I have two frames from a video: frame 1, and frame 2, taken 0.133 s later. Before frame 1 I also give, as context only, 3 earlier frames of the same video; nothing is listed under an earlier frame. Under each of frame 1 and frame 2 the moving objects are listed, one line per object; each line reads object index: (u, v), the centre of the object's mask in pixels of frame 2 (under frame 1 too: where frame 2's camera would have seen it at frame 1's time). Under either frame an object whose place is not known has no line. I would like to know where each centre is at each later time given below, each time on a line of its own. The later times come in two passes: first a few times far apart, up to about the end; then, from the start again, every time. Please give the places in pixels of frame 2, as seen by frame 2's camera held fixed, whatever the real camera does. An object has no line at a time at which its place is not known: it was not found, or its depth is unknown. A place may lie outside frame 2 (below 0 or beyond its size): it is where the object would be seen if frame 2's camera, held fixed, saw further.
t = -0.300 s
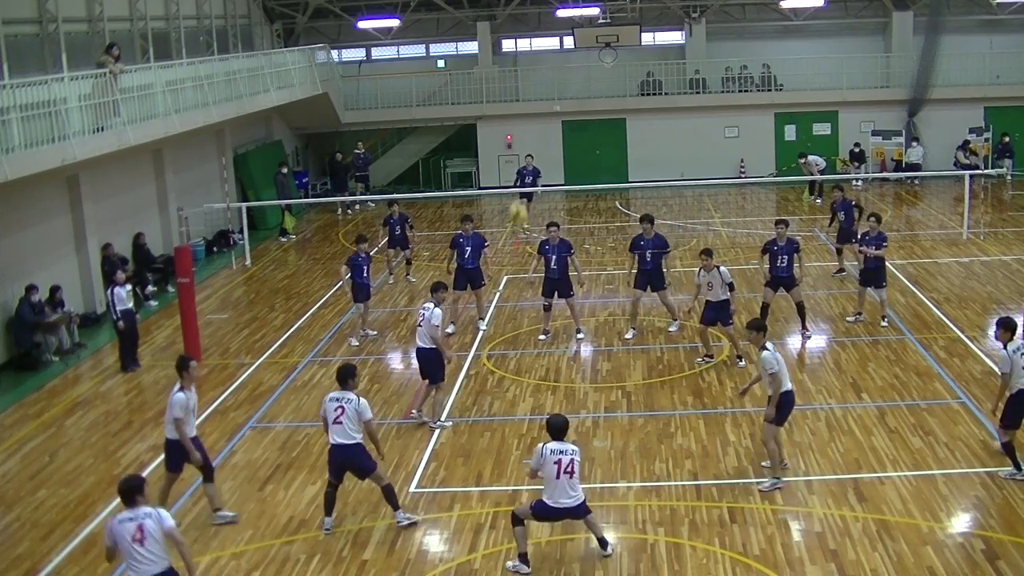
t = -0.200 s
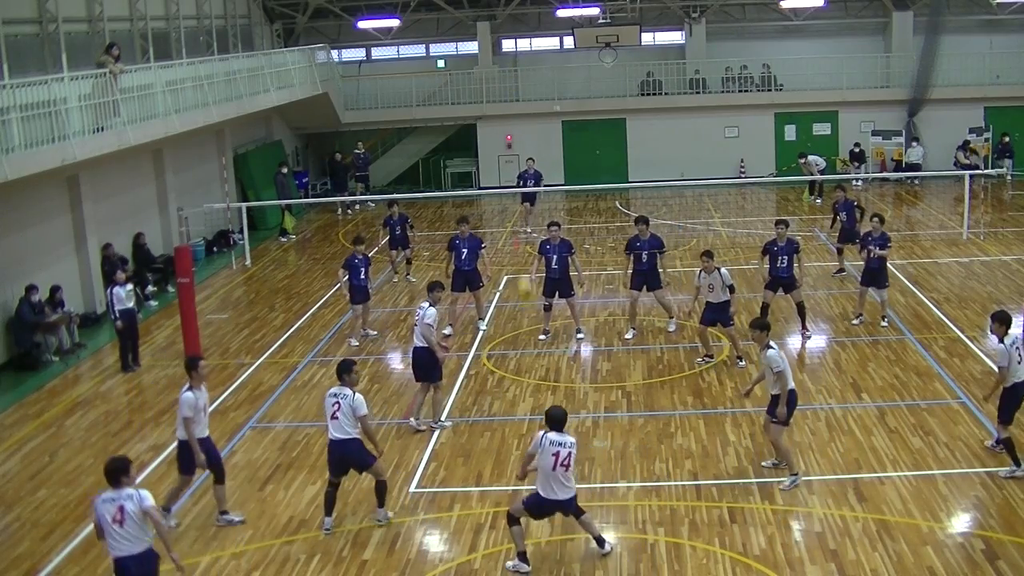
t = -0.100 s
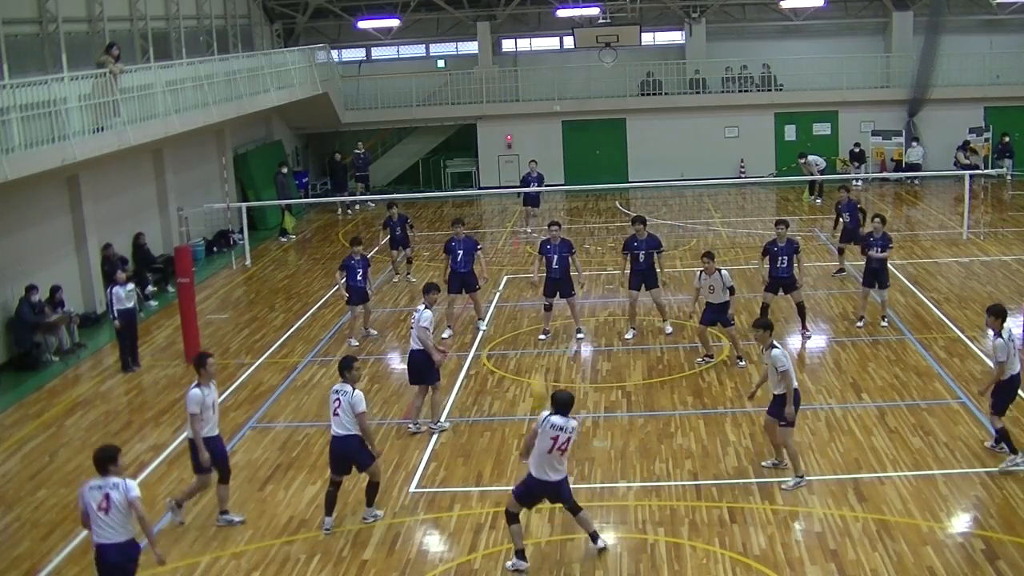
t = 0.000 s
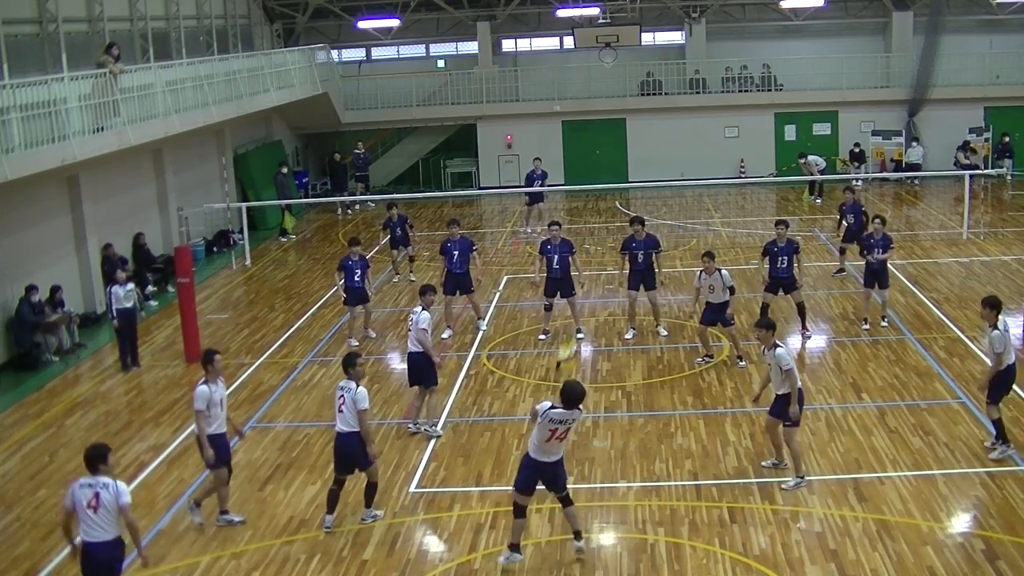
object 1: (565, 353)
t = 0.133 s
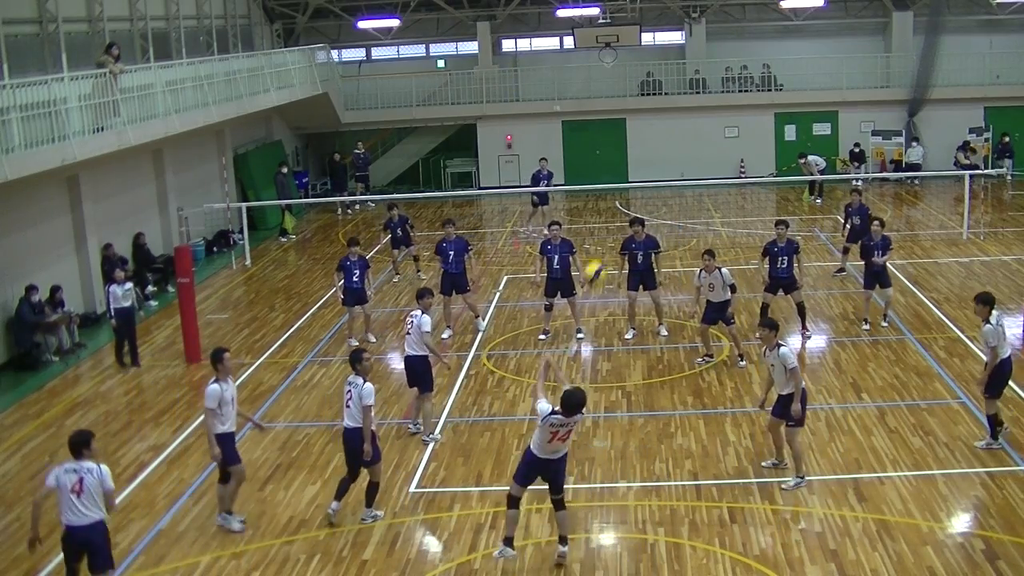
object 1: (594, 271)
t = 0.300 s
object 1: (635, 192)
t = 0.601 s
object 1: (717, 121)
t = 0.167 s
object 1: (601, 254)
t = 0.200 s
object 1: (612, 237)
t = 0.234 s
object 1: (622, 221)
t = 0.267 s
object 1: (628, 203)
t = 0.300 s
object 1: (635, 192)
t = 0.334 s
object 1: (646, 177)
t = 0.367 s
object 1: (654, 166)
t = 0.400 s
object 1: (663, 155)
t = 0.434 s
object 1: (673, 147)
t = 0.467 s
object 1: (682, 138)
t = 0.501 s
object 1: (691, 132)
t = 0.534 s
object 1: (699, 128)
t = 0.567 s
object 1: (708, 123)
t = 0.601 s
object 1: (717, 121)
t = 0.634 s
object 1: (726, 119)
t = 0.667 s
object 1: (735, 120)
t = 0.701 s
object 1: (745, 121)
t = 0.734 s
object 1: (754, 123)
